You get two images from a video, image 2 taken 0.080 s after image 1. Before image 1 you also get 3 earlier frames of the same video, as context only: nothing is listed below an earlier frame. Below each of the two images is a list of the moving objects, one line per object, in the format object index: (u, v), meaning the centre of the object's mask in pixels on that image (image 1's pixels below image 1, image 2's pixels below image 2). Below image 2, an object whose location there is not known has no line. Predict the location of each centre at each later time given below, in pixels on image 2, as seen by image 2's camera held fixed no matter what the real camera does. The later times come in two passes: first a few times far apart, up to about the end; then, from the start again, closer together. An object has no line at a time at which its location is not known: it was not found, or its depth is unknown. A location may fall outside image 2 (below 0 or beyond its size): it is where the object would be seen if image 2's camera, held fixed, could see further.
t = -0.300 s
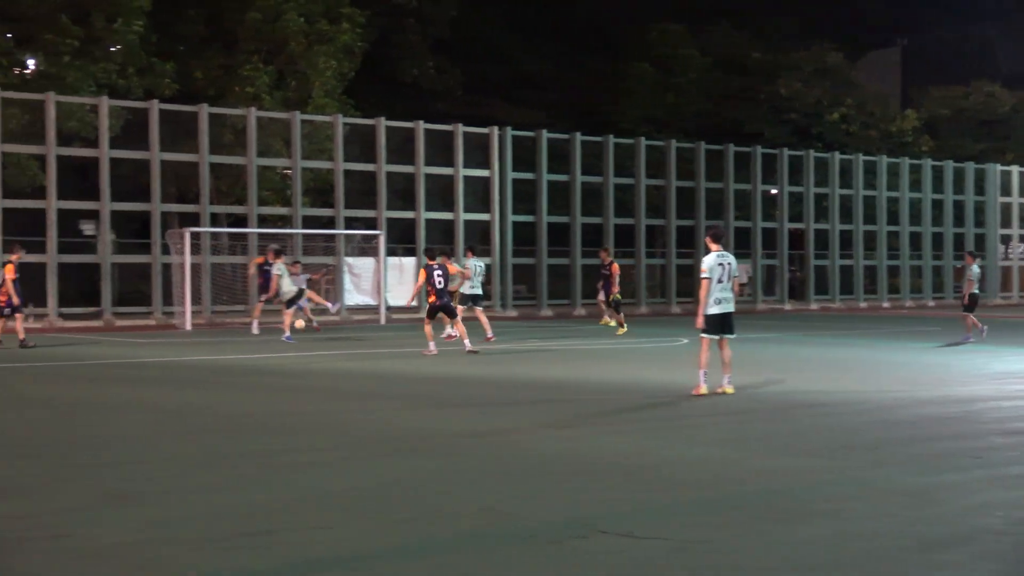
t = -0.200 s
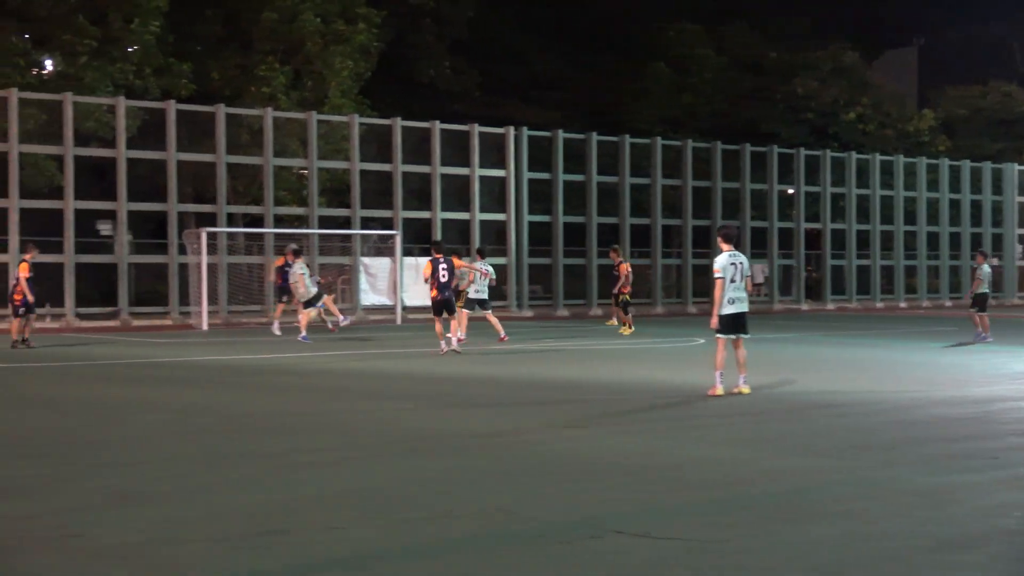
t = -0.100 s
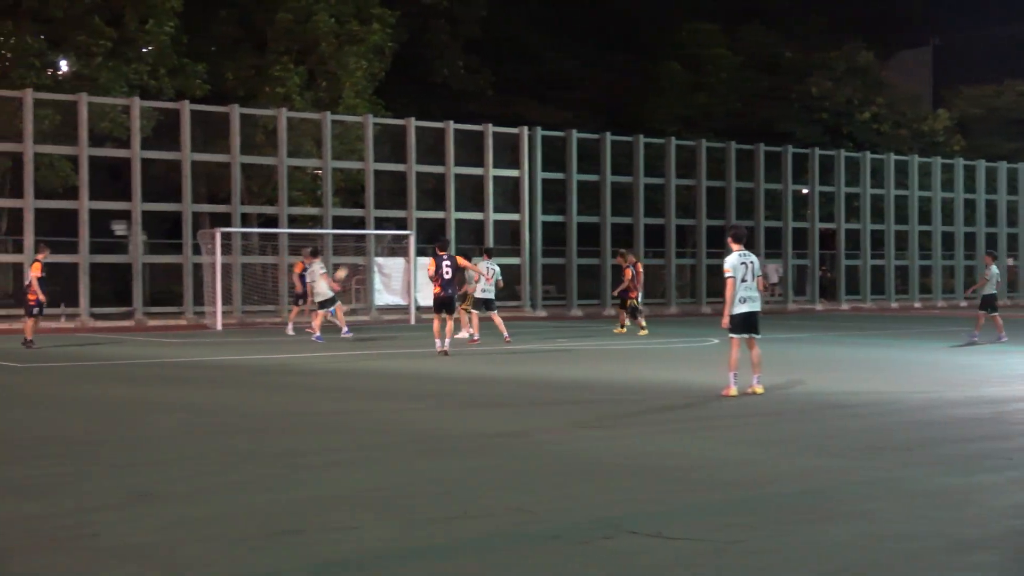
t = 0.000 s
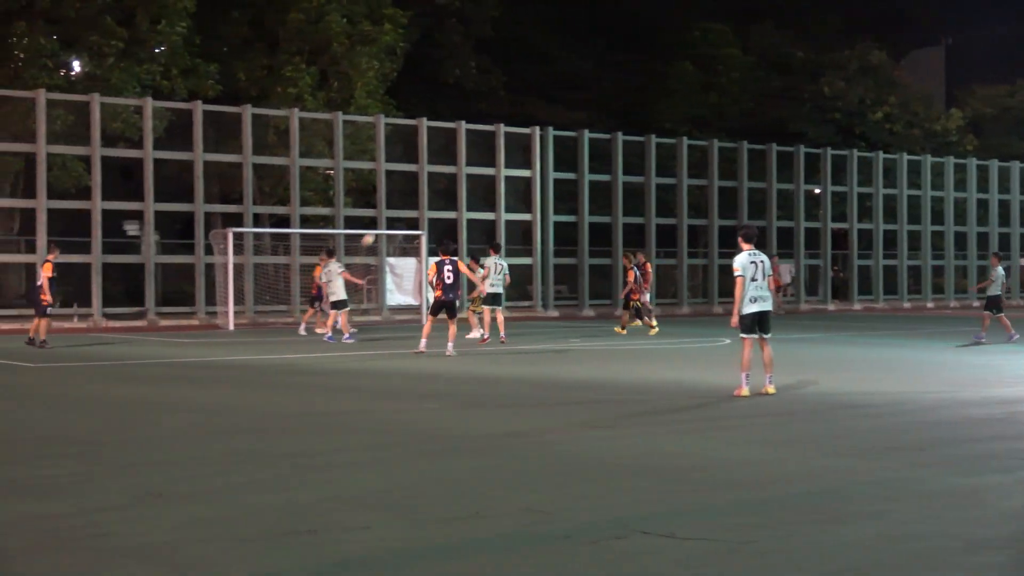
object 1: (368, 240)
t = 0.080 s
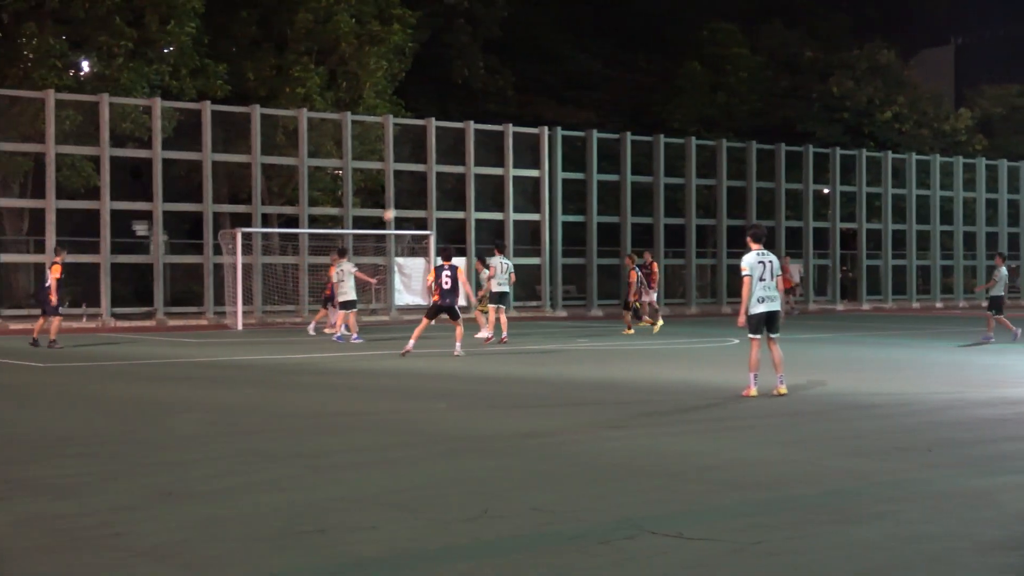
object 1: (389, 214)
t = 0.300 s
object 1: (425, 163)
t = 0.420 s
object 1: (445, 146)
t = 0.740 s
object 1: (498, 138)
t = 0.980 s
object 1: (538, 169)
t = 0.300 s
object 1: (425, 163)
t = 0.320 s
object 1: (428, 160)
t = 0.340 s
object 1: (431, 157)
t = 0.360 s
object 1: (435, 154)
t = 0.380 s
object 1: (439, 151)
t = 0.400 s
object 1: (442, 148)
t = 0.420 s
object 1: (445, 146)
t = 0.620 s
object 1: (478, 134)
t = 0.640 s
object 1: (481, 134)
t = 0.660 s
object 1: (484, 134)
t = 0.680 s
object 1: (488, 135)
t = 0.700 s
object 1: (491, 136)
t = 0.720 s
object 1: (495, 136)
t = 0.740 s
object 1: (498, 138)
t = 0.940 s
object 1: (532, 162)
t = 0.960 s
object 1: (535, 165)
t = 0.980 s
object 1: (538, 169)
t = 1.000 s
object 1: (542, 174)
